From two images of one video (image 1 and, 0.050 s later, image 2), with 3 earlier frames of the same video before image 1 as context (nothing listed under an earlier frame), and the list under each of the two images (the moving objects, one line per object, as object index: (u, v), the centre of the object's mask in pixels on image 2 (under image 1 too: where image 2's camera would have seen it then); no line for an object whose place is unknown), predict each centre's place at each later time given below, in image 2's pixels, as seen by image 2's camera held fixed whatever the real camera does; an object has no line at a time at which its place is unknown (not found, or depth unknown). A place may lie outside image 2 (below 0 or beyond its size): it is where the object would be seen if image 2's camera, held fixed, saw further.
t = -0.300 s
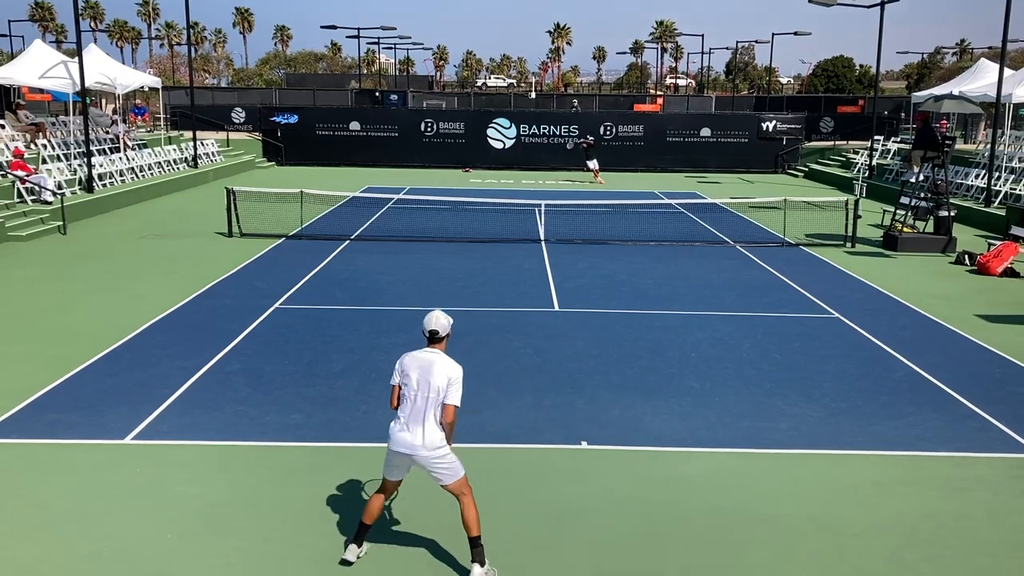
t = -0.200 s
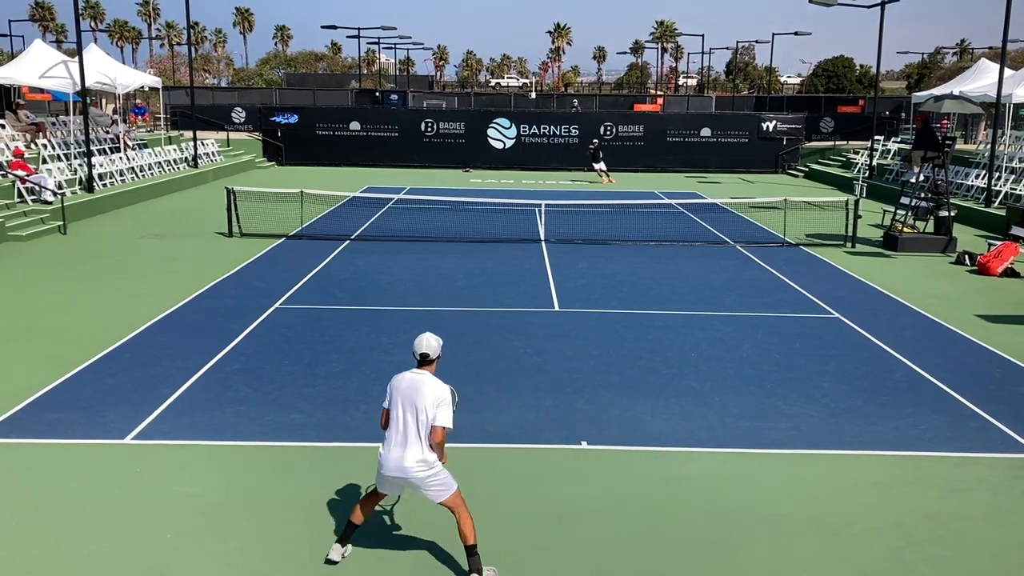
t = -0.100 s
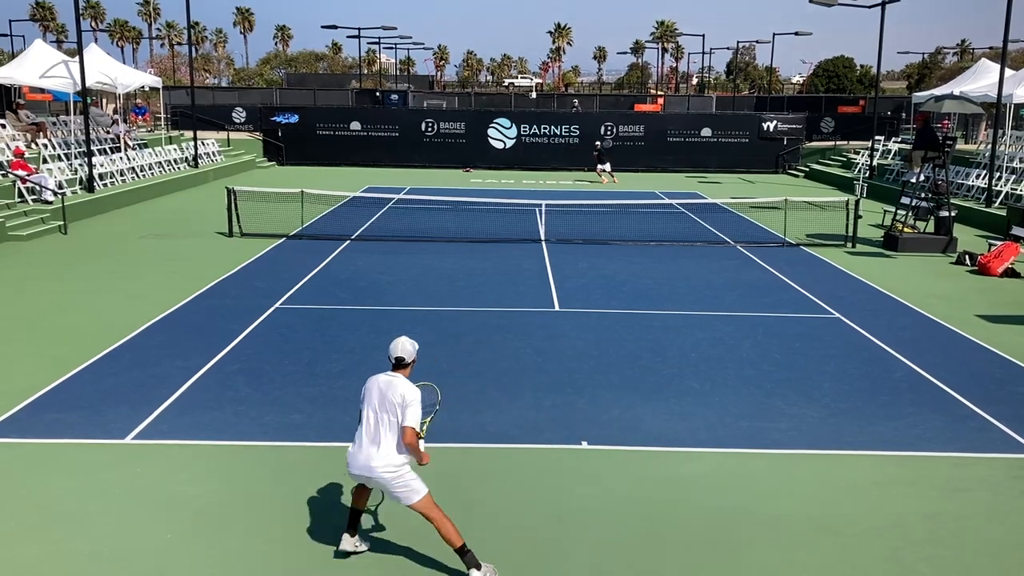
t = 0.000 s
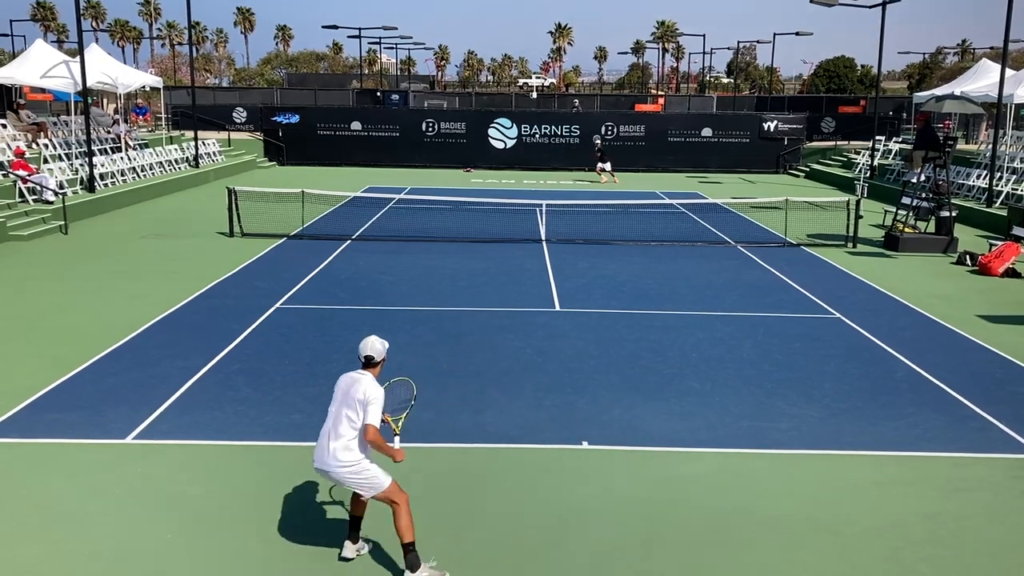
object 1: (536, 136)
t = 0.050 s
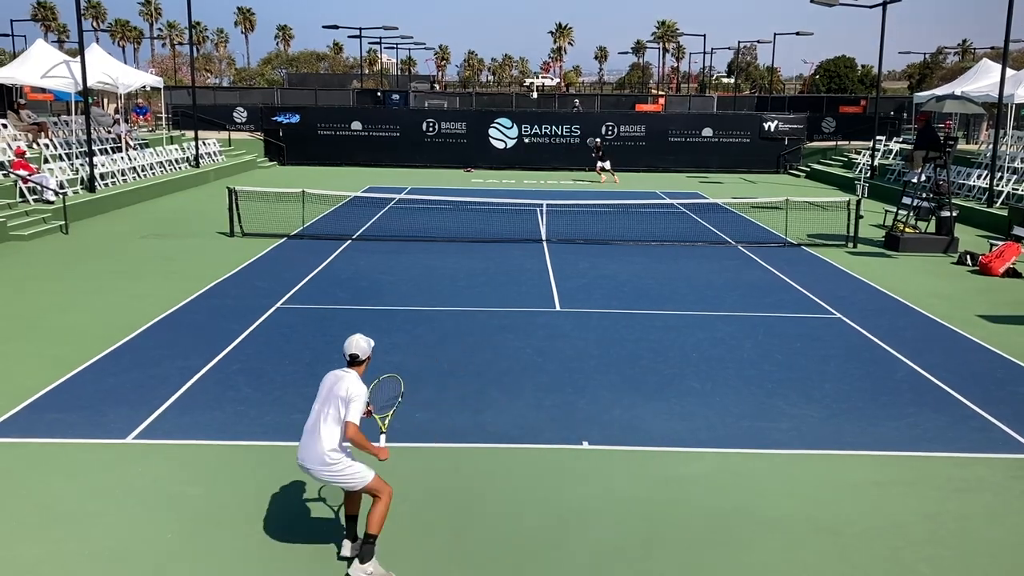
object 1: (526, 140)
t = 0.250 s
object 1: (472, 184)
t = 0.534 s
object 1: (354, 353)
